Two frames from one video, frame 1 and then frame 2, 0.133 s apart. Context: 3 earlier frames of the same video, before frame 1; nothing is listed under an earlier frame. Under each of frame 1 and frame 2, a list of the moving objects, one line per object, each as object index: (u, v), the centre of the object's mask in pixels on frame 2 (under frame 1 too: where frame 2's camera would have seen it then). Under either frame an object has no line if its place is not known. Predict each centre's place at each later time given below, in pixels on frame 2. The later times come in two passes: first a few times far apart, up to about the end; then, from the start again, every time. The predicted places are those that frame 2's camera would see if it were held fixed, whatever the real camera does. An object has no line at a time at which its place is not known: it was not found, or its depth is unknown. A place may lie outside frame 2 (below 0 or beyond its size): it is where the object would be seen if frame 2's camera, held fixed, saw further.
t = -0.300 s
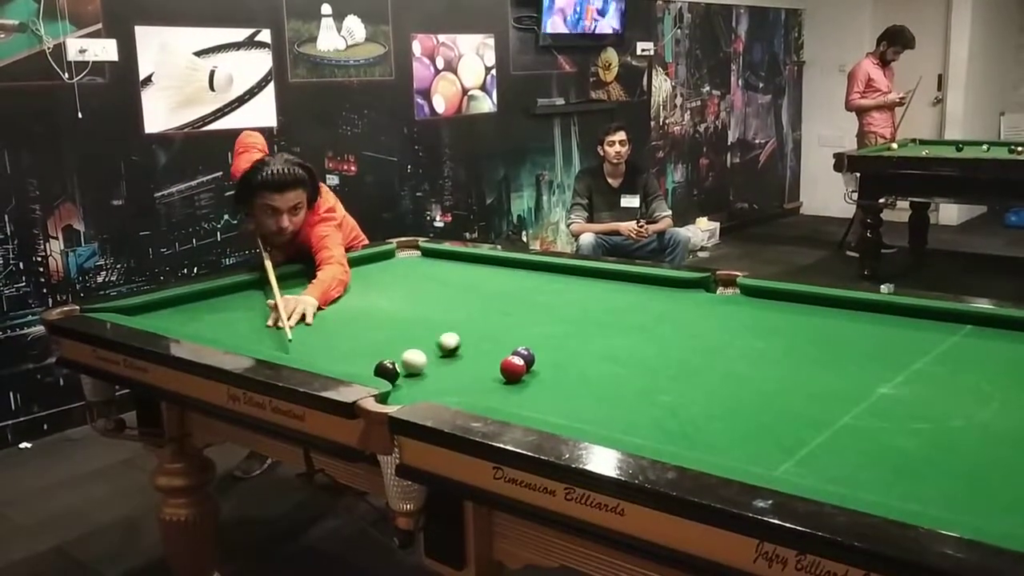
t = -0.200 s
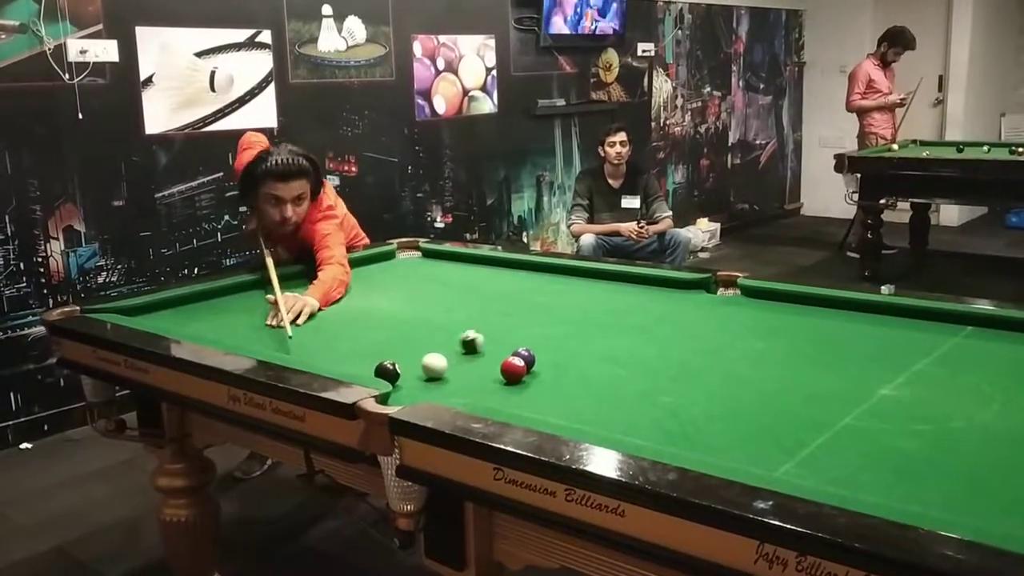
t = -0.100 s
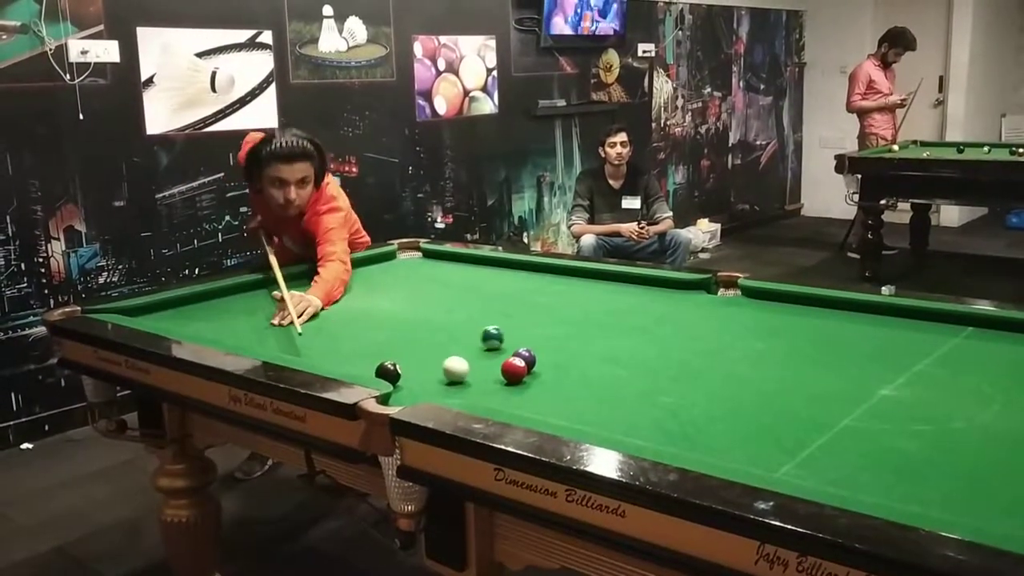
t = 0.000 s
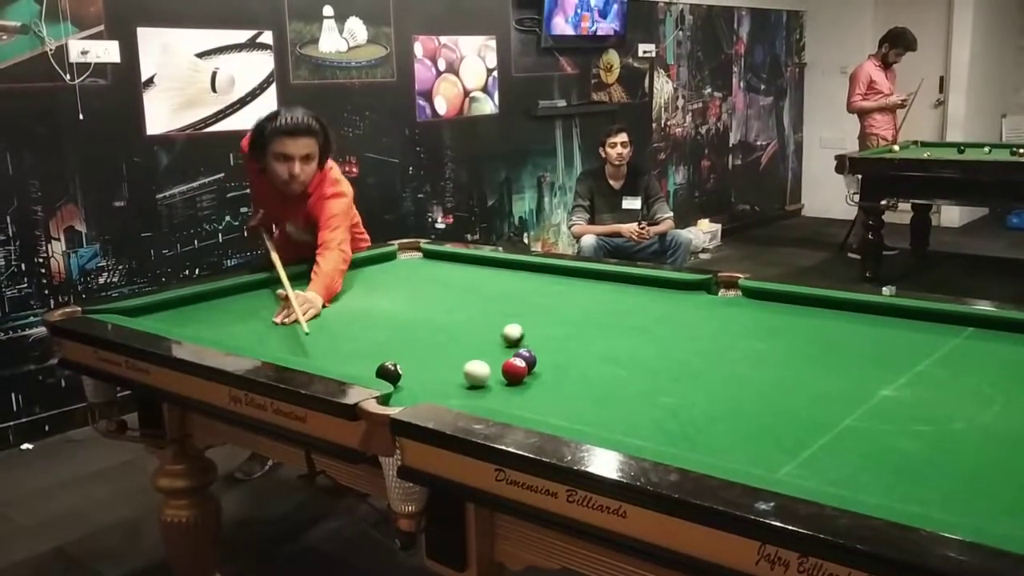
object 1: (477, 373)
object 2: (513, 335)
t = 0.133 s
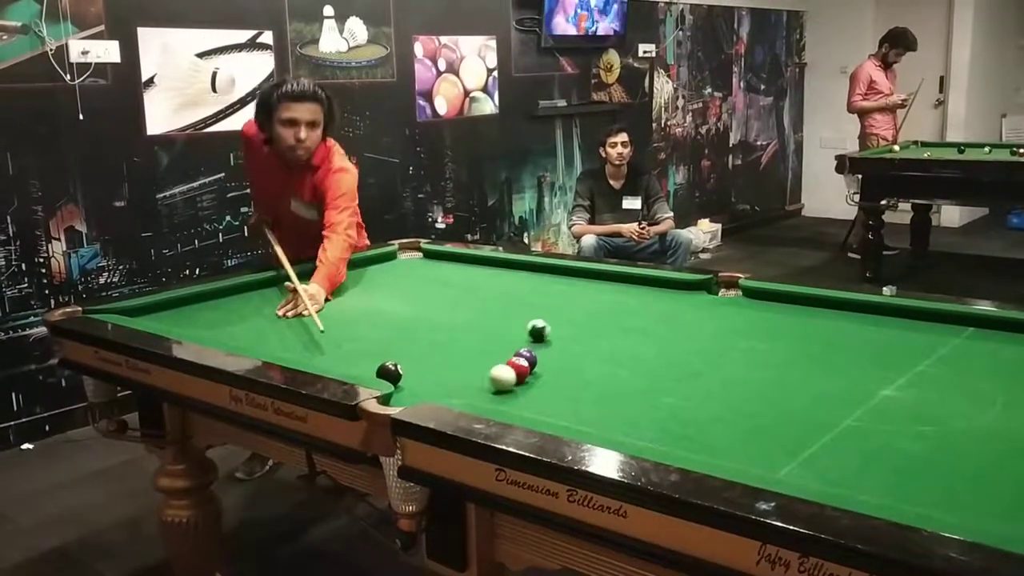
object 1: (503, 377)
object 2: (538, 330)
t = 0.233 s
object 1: (519, 382)
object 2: (556, 327)
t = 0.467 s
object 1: (558, 393)
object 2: (594, 320)
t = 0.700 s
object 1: (597, 403)
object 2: (627, 314)
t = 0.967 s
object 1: (642, 415)
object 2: (661, 307)
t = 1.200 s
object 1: (680, 426)
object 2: (688, 302)
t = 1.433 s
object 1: (717, 437)
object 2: (710, 297)
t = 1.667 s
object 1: (753, 447)
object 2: (731, 294)
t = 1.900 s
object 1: (786, 456)
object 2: (746, 292)
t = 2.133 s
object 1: (815, 465)
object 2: (740, 295)
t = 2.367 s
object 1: (842, 473)
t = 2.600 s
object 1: (865, 480)
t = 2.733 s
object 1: (876, 483)
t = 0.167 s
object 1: (508, 379)
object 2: (544, 328)
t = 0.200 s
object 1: (514, 381)
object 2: (550, 328)
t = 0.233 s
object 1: (519, 382)
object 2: (556, 327)
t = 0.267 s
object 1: (524, 384)
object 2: (561, 326)
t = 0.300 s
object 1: (530, 385)
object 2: (567, 325)
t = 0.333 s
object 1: (536, 386)
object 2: (573, 324)
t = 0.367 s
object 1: (541, 388)
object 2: (578, 322)
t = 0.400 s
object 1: (547, 390)
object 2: (584, 322)
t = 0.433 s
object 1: (552, 391)
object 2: (589, 321)
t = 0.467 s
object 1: (558, 393)
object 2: (594, 320)
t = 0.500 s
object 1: (564, 394)
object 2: (598, 319)
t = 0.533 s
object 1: (569, 395)
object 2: (603, 317)
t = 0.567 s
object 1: (575, 397)
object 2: (608, 317)
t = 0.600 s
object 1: (581, 399)
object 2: (613, 317)
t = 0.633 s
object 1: (586, 400)
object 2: (618, 316)
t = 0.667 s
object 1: (592, 401)
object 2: (622, 315)
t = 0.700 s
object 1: (597, 403)
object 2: (627, 314)
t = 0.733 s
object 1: (603, 404)
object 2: (632, 313)
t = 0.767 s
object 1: (608, 406)
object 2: (636, 312)
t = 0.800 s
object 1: (614, 407)
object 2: (641, 311)
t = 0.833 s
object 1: (620, 409)
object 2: (645, 311)
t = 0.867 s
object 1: (625, 411)
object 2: (649, 310)
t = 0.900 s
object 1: (631, 413)
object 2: (653, 309)
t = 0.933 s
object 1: (637, 414)
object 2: (656, 308)
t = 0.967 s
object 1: (642, 415)
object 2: (661, 307)
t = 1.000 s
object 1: (648, 417)
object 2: (665, 307)
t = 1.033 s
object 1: (653, 418)
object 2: (669, 307)
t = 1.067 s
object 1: (659, 420)
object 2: (672, 306)
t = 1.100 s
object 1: (664, 422)
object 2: (676, 305)
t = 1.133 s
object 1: (669, 423)
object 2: (680, 304)
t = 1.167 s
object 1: (674, 425)
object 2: (684, 303)
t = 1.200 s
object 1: (680, 426)
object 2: (688, 302)
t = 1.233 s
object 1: (685, 428)
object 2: (691, 302)
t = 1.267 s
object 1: (691, 429)
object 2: (695, 301)
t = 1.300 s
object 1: (696, 431)
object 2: (698, 300)
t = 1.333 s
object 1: (702, 432)
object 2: (701, 300)
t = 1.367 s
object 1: (707, 433)
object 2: (704, 299)
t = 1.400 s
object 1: (711, 435)
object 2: (707, 298)
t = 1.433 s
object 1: (717, 437)
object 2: (710, 297)
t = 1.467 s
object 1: (722, 438)
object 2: (714, 298)
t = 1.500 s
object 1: (727, 439)
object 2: (717, 297)
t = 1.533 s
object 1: (733, 441)
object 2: (720, 296)
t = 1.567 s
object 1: (738, 442)
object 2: (723, 296)
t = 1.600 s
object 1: (743, 444)
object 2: (726, 296)
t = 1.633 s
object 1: (748, 445)
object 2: (729, 295)
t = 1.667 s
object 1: (753, 447)
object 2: (731, 294)
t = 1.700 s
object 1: (758, 448)
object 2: (734, 294)
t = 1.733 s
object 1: (762, 449)
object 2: (737, 293)
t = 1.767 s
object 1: (767, 450)
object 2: (740, 293)
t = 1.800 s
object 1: (771, 452)
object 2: (743, 292)
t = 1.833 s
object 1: (776, 454)
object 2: (746, 292)
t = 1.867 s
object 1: (781, 455)
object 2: (747, 292)
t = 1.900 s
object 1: (786, 456)
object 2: (746, 292)
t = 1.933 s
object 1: (790, 457)
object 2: (745, 291)
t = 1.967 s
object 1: (795, 459)
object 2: (744, 292)
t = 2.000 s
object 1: (799, 460)
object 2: (743, 293)
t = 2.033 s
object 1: (803, 462)
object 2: (742, 294)
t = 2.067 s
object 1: (807, 463)
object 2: (741, 294)
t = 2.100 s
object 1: (811, 464)
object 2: (741, 295)
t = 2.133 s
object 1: (815, 465)
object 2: (740, 295)
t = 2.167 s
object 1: (820, 467)
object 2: (739, 295)
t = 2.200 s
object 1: (824, 468)
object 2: (739, 296)
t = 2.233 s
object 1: (827, 469)
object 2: (739, 296)
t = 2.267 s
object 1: (831, 470)
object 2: (738, 296)
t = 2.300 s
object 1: (835, 471)
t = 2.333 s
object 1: (838, 472)
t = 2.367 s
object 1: (842, 473)
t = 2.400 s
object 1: (845, 474)
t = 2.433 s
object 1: (848, 475)
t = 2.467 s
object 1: (852, 476)
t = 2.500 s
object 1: (855, 477)
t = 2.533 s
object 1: (859, 478)
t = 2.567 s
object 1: (862, 479)
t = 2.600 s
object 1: (865, 480)
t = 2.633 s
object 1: (867, 480)
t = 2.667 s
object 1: (870, 481)
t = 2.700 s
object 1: (873, 482)
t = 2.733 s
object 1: (876, 483)
